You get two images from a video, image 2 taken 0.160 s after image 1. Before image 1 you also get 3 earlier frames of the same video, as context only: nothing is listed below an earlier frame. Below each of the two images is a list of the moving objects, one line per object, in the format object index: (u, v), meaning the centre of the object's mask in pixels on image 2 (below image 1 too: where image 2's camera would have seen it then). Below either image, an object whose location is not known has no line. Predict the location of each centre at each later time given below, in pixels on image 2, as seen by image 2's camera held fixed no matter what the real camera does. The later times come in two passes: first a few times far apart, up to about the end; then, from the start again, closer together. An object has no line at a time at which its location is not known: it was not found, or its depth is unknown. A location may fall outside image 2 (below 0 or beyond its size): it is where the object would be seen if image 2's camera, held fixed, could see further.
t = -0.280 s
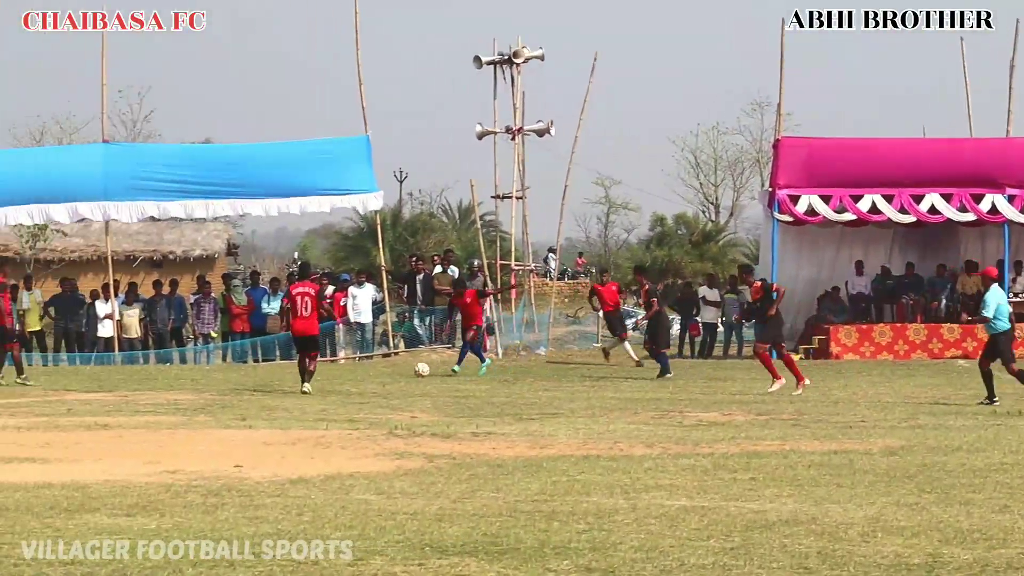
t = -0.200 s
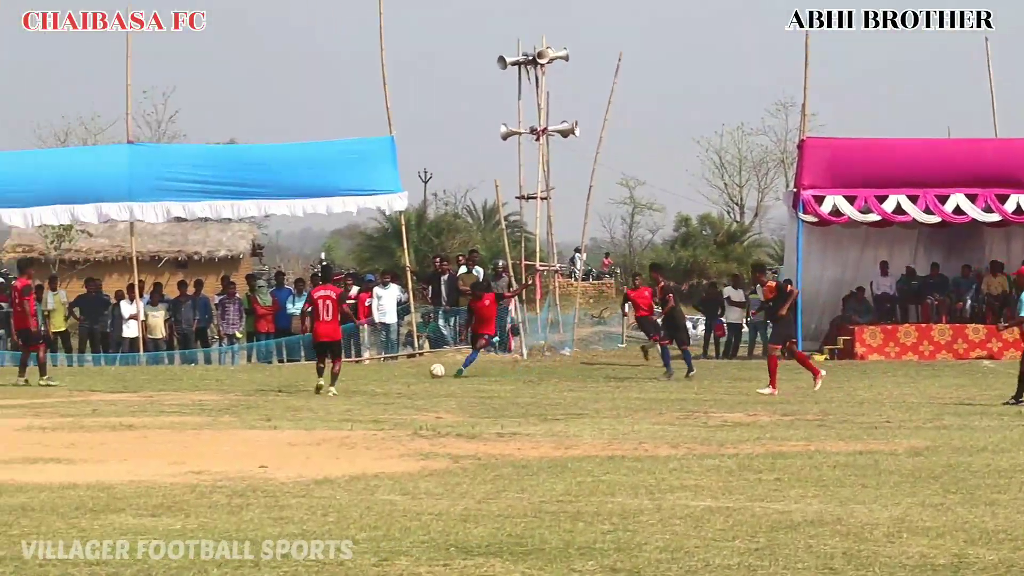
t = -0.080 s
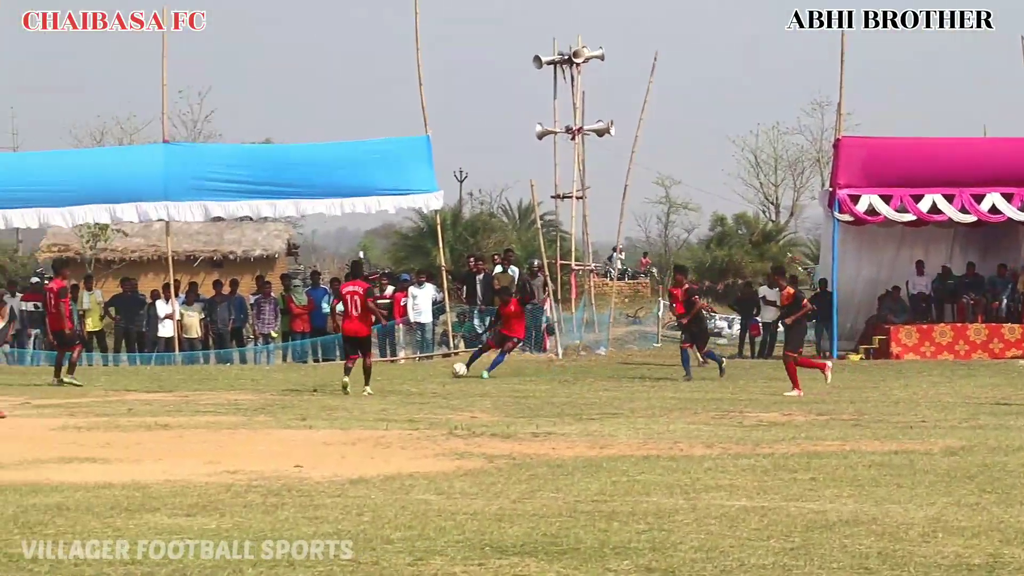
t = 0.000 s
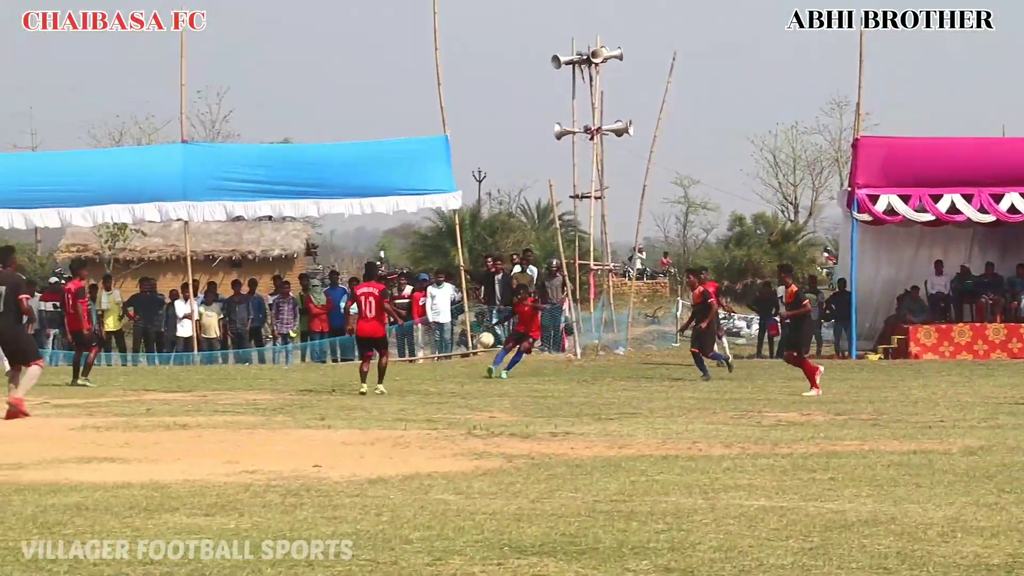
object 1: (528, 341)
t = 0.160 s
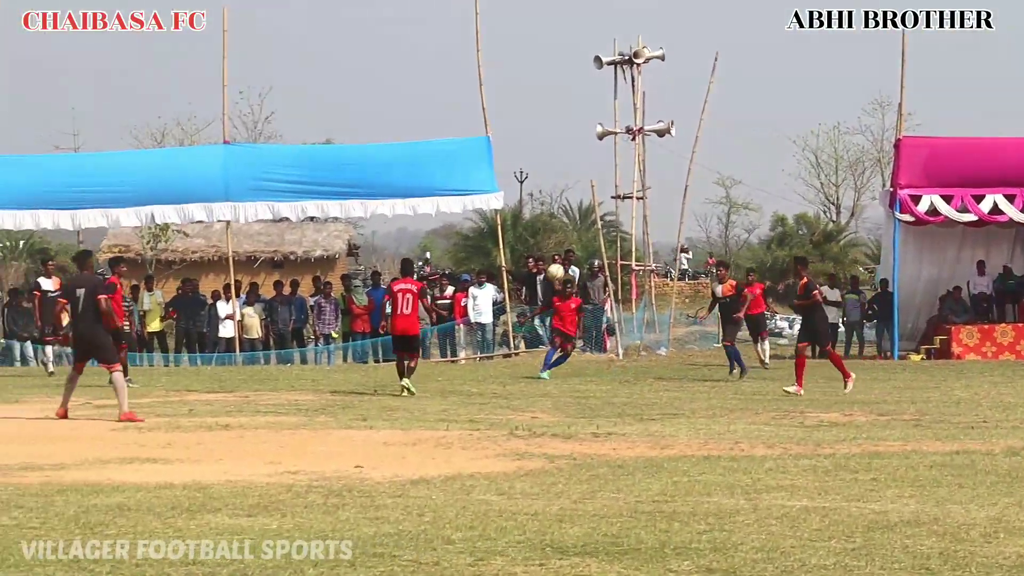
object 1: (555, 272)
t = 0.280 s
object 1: (582, 222)
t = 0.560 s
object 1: (655, 125)
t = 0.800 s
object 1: (741, 65)
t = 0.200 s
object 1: (563, 256)
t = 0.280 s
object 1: (582, 222)
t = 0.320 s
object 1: (591, 206)
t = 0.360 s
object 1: (600, 193)
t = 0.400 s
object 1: (610, 178)
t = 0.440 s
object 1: (620, 164)
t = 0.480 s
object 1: (631, 150)
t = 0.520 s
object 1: (642, 137)
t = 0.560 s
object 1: (655, 125)
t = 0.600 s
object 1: (667, 113)
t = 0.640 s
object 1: (680, 103)
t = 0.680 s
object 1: (694, 92)
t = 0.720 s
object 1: (709, 83)
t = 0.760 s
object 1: (725, 74)
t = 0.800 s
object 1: (741, 65)
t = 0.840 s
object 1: (757, 59)
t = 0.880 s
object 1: (773, 53)
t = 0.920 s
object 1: (791, 47)
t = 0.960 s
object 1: (809, 43)
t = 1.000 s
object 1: (830, 45)
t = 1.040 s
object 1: (846, 52)
